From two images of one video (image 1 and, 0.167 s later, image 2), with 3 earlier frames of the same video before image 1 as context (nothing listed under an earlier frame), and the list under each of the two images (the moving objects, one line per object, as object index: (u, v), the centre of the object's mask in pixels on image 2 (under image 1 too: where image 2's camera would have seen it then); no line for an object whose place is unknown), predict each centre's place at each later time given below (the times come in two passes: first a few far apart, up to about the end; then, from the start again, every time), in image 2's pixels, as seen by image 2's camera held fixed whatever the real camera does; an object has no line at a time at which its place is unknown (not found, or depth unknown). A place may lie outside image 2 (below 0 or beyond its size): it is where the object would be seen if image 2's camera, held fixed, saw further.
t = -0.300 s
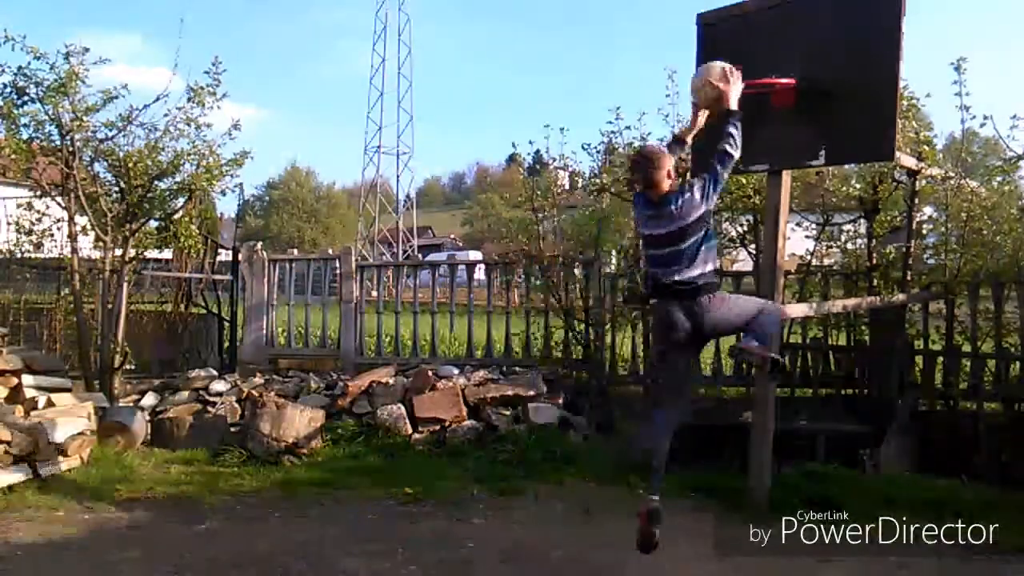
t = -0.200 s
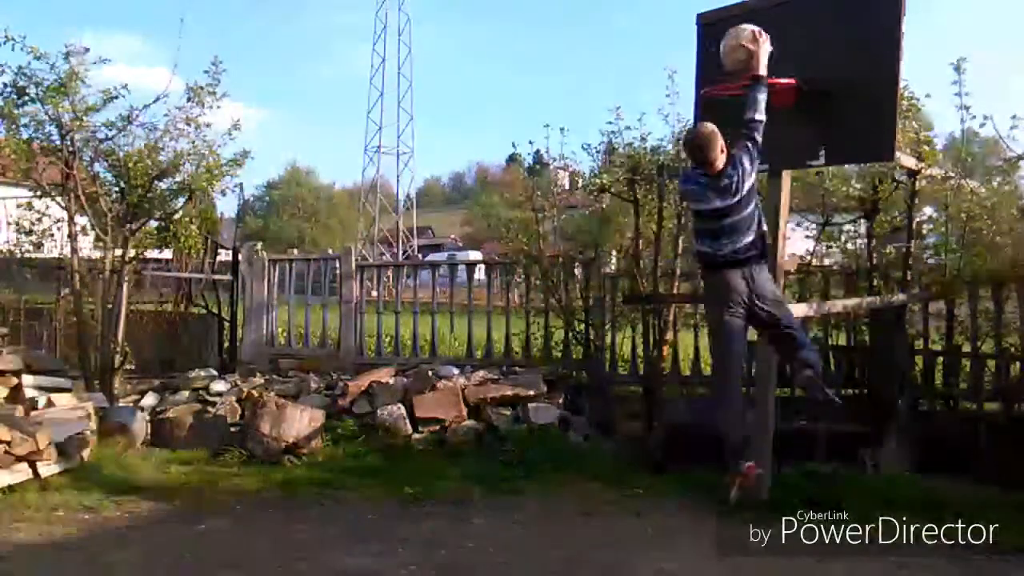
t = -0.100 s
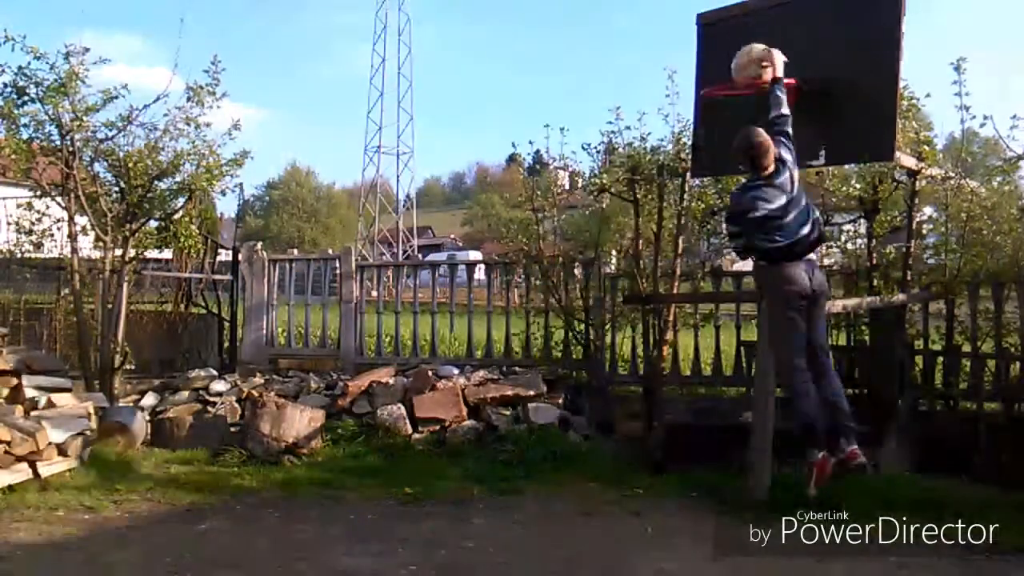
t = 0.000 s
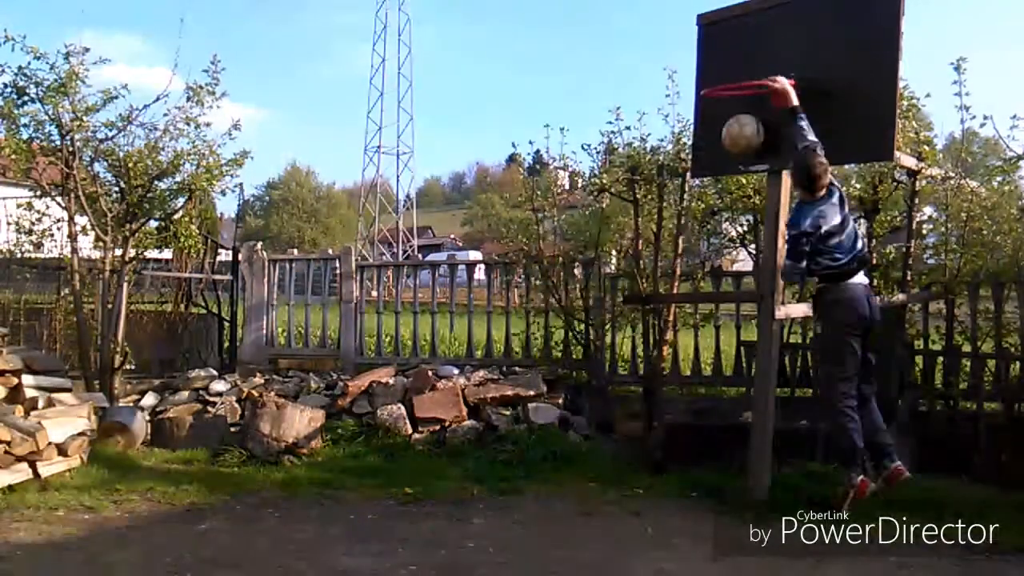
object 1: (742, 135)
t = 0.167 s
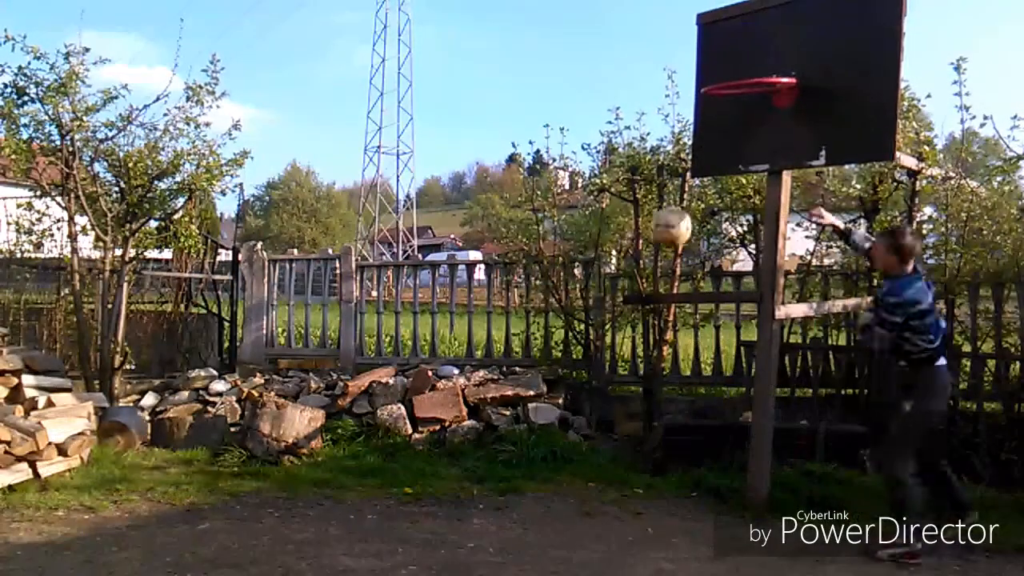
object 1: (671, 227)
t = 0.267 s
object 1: (626, 308)
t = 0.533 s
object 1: (513, 452)
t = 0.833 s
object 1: (381, 377)
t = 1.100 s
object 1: (249, 462)
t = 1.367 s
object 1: (112, 469)
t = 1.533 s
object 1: (21, 488)
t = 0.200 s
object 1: (656, 251)
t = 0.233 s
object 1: (642, 277)
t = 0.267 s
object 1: (626, 308)
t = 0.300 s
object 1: (612, 340)
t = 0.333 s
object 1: (596, 375)
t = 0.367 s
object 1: (582, 410)
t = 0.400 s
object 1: (568, 448)
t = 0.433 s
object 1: (555, 489)
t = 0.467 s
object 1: (540, 490)
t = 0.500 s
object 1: (527, 469)
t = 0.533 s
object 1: (513, 452)
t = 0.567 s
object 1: (499, 437)
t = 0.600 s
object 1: (485, 423)
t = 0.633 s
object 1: (472, 411)
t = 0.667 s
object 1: (456, 399)
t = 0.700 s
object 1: (442, 391)
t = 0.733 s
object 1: (428, 384)
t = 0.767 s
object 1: (414, 379)
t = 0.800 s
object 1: (397, 376)
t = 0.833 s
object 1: (381, 377)
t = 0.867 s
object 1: (365, 380)
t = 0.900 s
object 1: (349, 386)
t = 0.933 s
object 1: (333, 391)
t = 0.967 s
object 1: (317, 401)
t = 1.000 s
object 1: (301, 413)
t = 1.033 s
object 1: (282, 426)
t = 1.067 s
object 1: (265, 443)
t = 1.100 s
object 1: (249, 462)
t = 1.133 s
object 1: (229, 486)
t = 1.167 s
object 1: (209, 514)
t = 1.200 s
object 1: (194, 514)
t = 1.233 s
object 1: (178, 500)
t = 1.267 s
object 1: (163, 489)
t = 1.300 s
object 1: (146, 480)
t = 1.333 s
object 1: (129, 473)
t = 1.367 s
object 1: (112, 469)
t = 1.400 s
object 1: (94, 468)
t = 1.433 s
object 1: (76, 469)
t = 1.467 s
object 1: (56, 473)
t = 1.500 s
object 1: (37, 480)
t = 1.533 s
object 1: (21, 488)
